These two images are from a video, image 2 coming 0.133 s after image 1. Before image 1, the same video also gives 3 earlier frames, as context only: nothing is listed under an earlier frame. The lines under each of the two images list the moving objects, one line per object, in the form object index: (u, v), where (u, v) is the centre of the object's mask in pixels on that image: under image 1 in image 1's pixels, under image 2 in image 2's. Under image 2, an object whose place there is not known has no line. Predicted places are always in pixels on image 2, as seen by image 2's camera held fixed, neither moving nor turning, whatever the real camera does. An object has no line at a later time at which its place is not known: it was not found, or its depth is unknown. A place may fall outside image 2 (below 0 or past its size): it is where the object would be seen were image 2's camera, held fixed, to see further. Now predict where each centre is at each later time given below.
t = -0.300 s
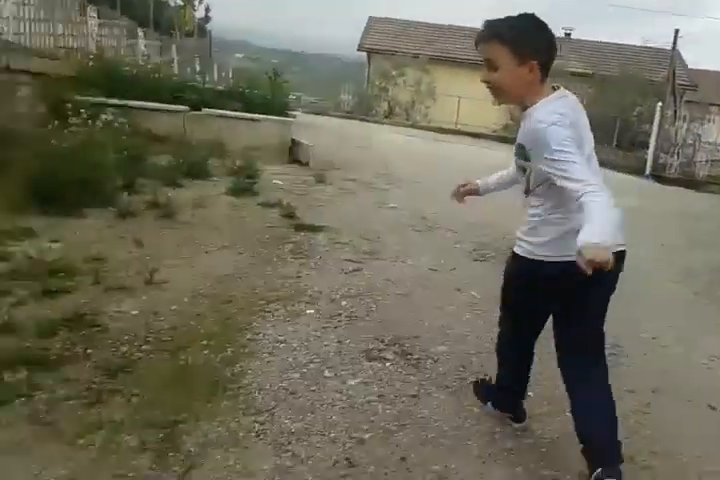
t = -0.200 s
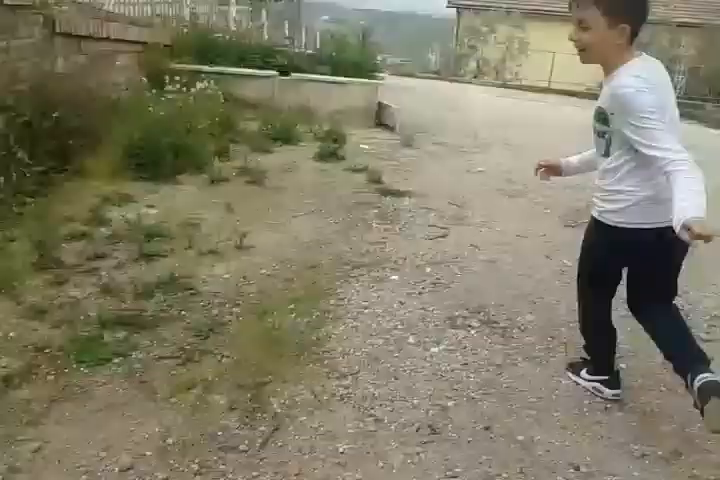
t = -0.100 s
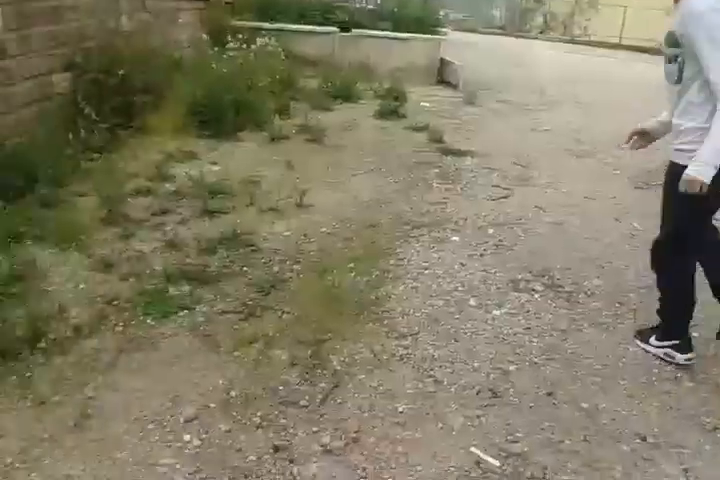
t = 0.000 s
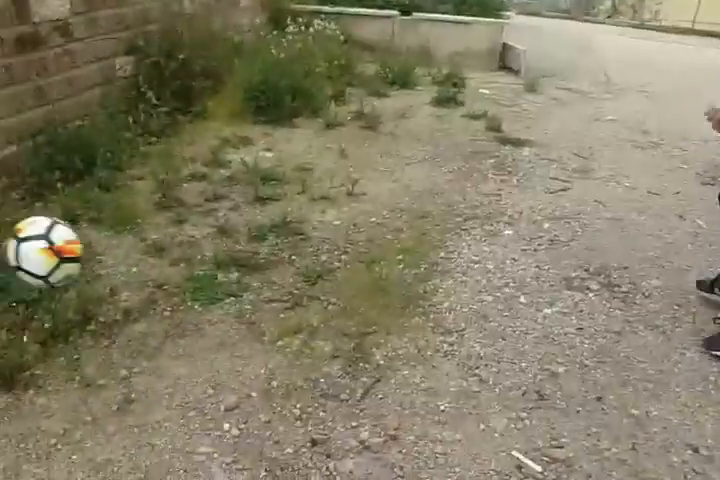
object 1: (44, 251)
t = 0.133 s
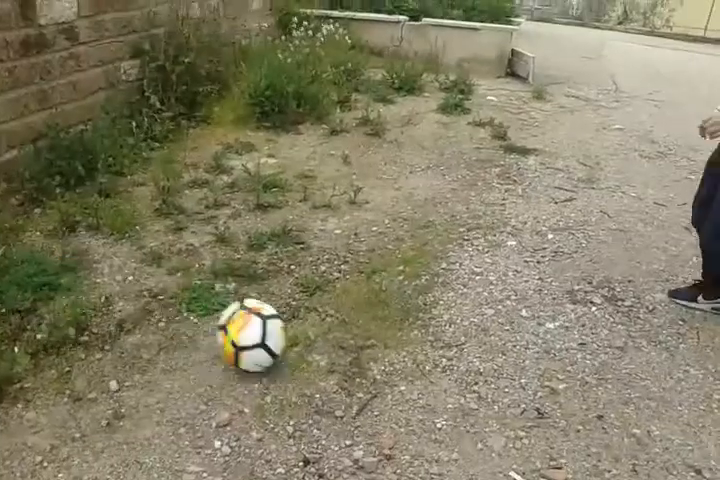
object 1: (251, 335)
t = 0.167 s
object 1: (285, 333)
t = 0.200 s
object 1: (311, 316)
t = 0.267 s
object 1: (362, 293)
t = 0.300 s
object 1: (389, 285)
